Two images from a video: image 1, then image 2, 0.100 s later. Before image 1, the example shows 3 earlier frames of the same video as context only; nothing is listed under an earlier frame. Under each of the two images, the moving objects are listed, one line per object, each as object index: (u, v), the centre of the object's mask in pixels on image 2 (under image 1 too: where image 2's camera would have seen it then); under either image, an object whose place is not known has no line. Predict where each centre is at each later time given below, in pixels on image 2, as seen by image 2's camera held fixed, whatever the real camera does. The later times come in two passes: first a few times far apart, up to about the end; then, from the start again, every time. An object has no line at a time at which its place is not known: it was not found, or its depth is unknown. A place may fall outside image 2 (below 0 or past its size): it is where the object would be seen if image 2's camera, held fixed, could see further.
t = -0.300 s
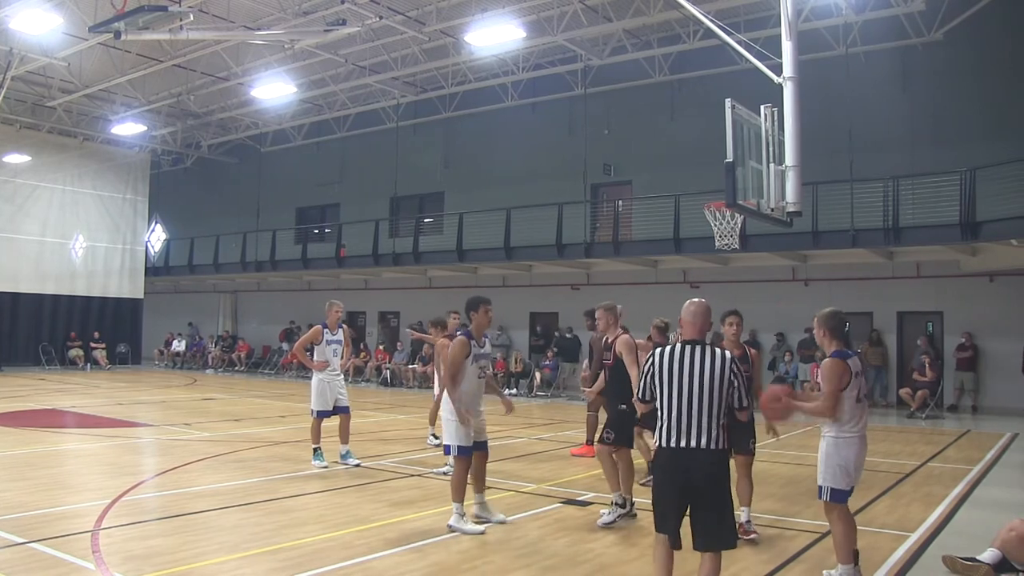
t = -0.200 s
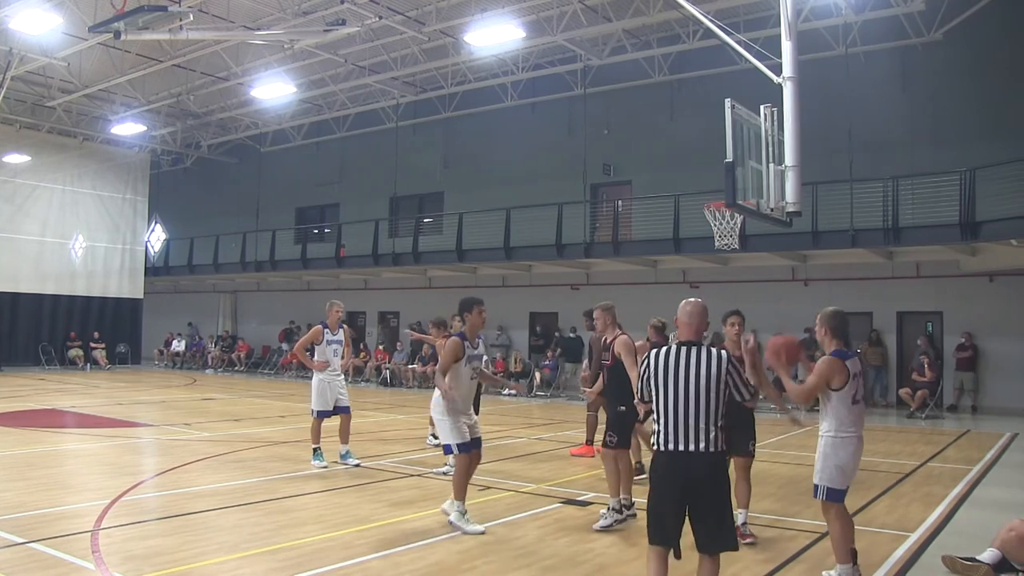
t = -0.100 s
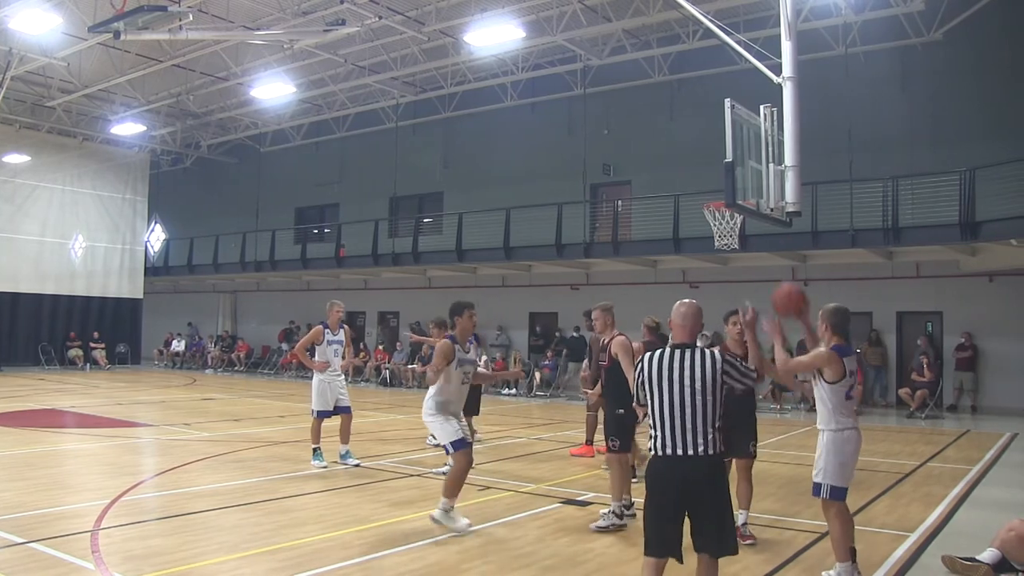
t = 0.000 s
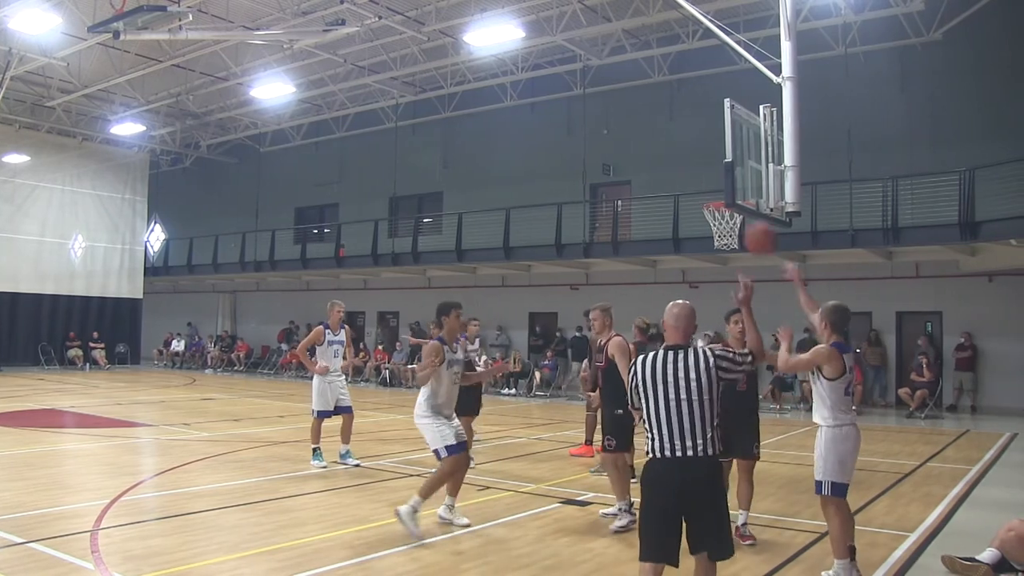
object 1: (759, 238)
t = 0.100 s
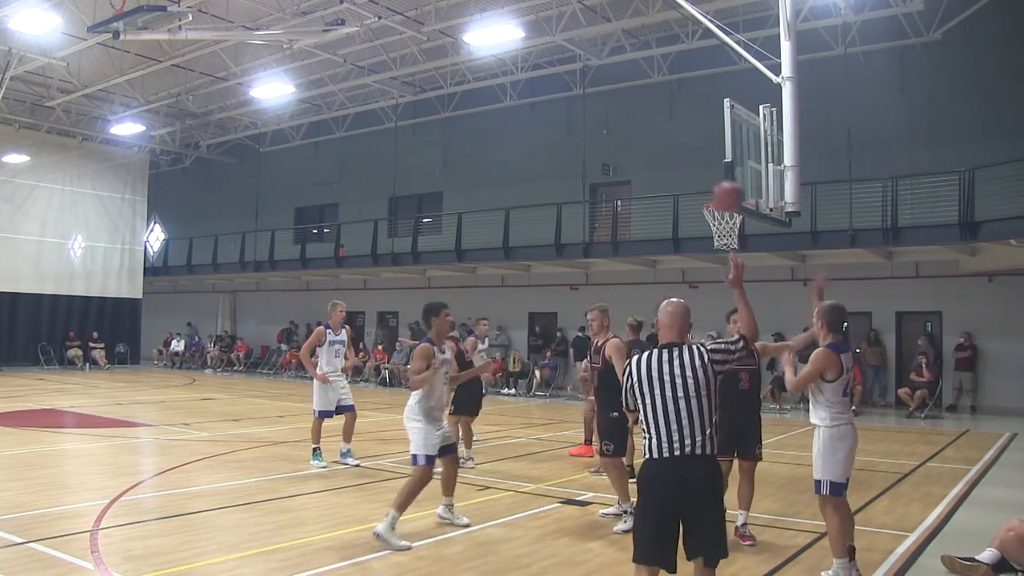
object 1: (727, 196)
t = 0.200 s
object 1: (701, 172)
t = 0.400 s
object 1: (656, 164)
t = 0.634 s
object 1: (614, 201)
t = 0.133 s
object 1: (718, 189)
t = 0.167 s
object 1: (709, 179)
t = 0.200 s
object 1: (701, 172)
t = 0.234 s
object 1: (692, 167)
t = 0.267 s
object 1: (684, 164)
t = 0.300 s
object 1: (676, 162)
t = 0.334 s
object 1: (669, 162)
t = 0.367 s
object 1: (662, 163)
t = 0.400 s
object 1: (656, 164)
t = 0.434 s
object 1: (648, 167)
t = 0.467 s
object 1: (642, 171)
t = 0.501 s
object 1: (636, 175)
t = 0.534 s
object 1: (631, 179)
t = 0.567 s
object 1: (624, 187)
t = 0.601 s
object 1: (619, 193)
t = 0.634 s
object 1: (614, 201)
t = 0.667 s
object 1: (609, 210)
